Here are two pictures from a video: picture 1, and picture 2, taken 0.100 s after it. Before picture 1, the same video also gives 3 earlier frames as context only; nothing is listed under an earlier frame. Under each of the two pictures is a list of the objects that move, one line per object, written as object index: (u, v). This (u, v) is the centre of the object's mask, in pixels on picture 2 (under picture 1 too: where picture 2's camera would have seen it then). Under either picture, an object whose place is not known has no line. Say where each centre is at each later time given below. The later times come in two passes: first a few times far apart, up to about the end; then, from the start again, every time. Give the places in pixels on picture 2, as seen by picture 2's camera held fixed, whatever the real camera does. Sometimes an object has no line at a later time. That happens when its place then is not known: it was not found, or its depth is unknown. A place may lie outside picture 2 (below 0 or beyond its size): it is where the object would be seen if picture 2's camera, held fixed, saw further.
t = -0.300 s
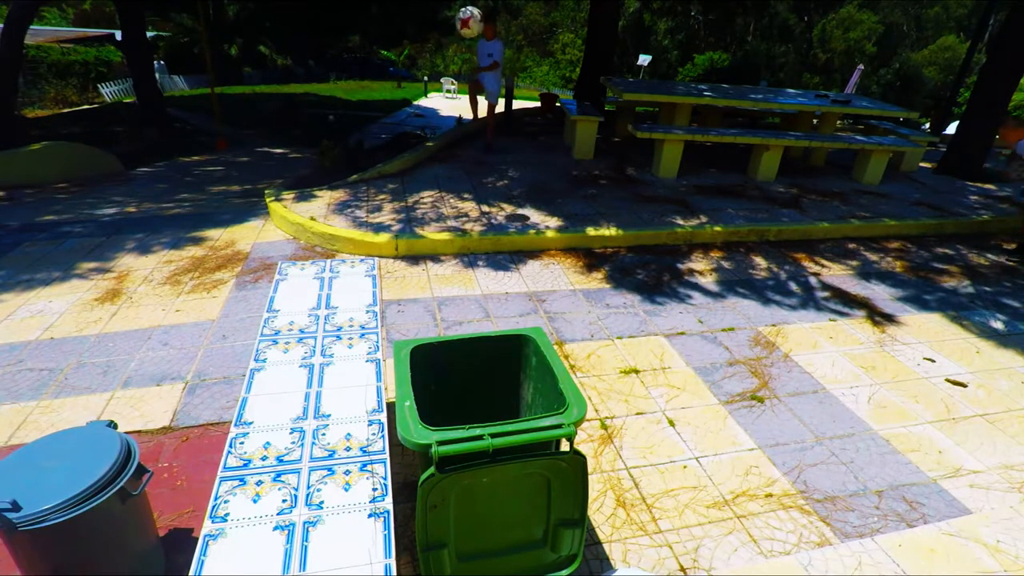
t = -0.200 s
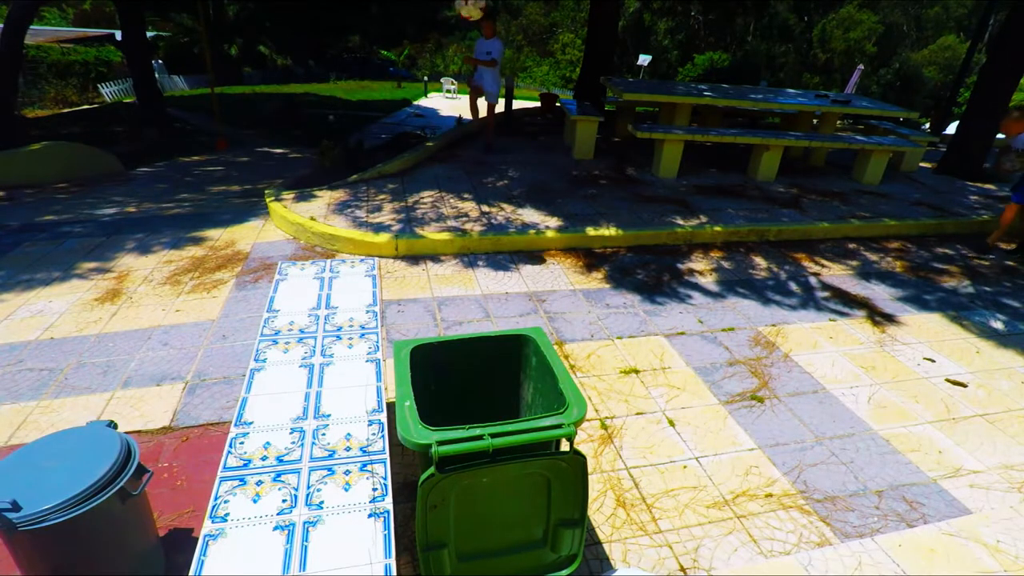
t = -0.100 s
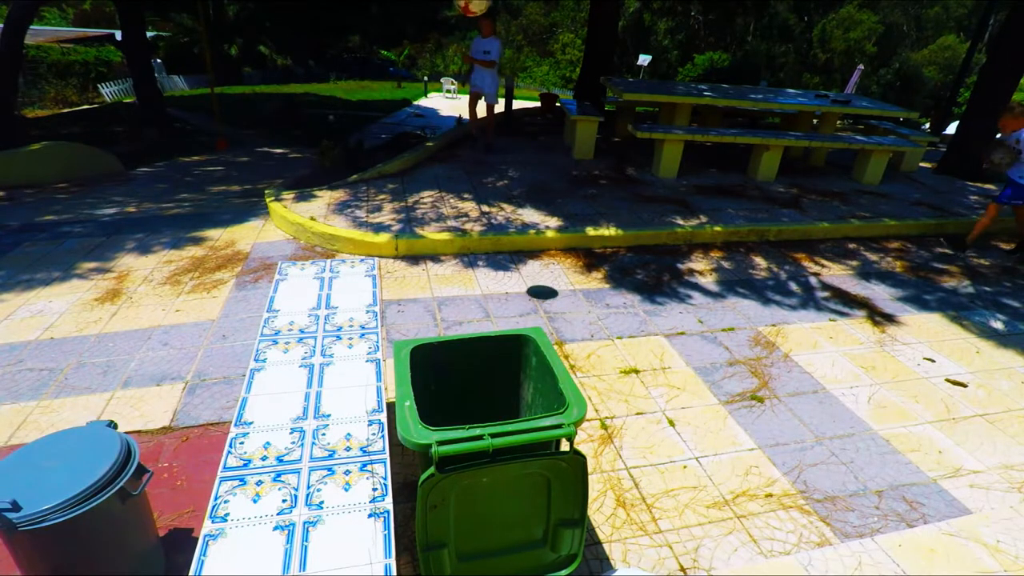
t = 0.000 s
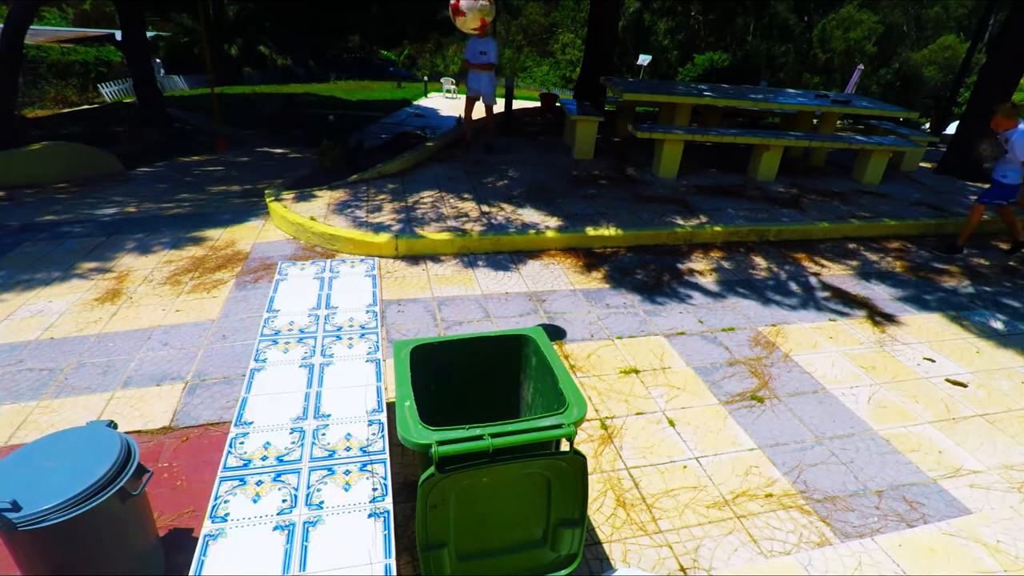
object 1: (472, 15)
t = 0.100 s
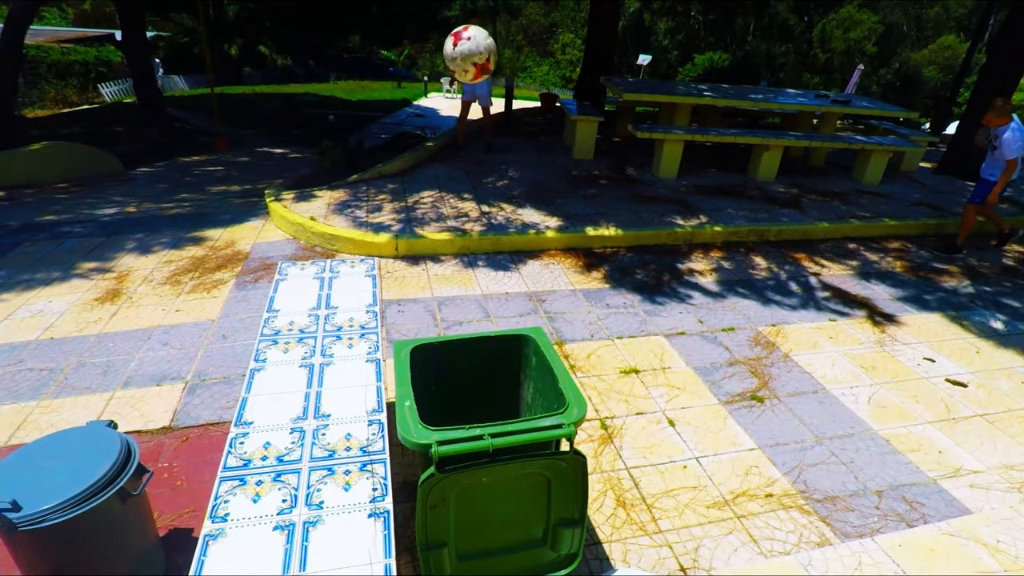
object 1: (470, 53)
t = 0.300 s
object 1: (456, 325)
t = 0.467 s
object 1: (497, 441)
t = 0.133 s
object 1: (468, 78)
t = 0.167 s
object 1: (467, 110)
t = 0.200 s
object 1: (465, 149)
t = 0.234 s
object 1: (463, 196)
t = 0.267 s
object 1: (459, 255)
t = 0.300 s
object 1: (456, 325)
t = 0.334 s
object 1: (454, 398)
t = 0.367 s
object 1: (468, 414)
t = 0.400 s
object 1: (479, 421)
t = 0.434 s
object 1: (490, 429)
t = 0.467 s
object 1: (497, 441)
